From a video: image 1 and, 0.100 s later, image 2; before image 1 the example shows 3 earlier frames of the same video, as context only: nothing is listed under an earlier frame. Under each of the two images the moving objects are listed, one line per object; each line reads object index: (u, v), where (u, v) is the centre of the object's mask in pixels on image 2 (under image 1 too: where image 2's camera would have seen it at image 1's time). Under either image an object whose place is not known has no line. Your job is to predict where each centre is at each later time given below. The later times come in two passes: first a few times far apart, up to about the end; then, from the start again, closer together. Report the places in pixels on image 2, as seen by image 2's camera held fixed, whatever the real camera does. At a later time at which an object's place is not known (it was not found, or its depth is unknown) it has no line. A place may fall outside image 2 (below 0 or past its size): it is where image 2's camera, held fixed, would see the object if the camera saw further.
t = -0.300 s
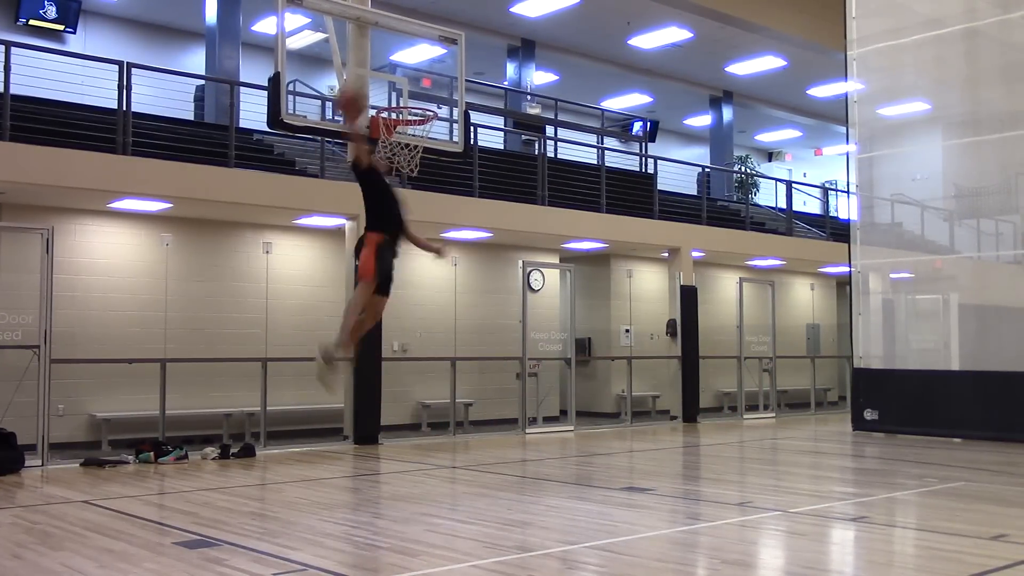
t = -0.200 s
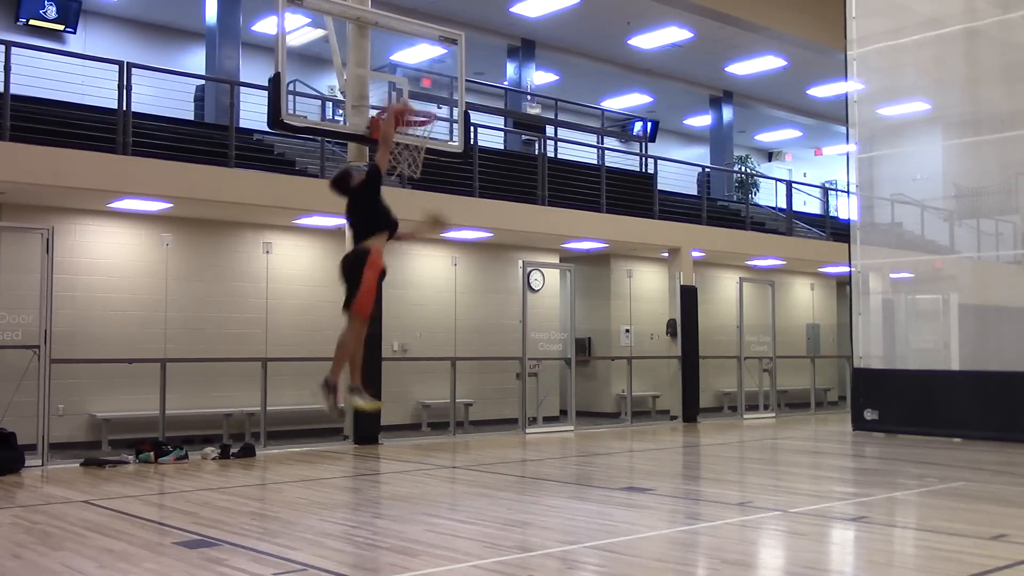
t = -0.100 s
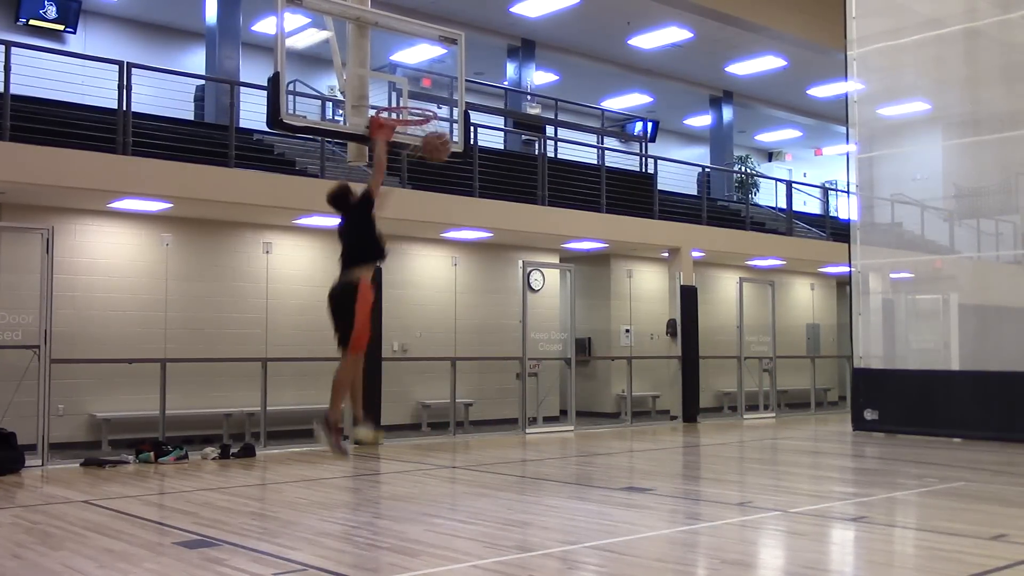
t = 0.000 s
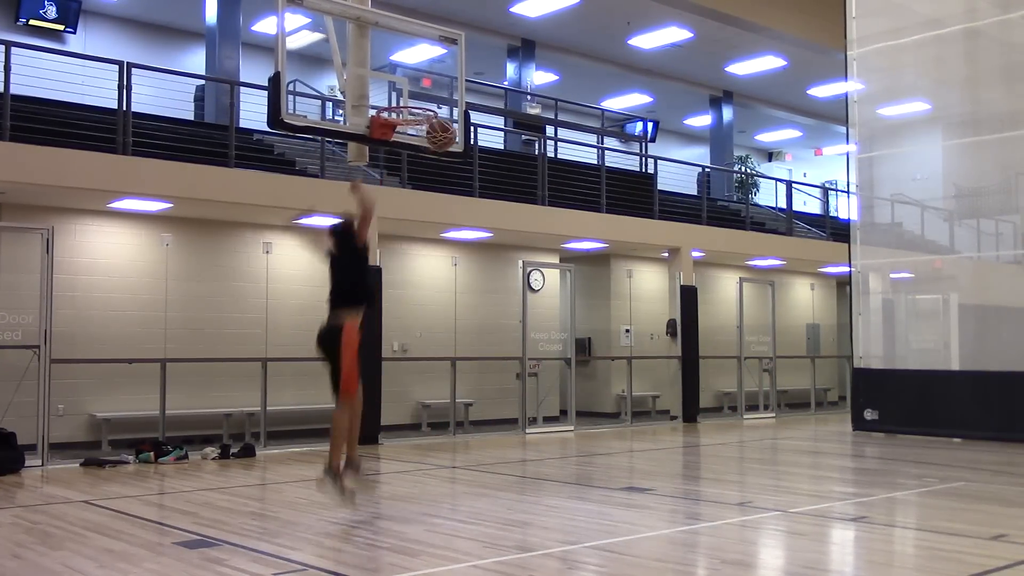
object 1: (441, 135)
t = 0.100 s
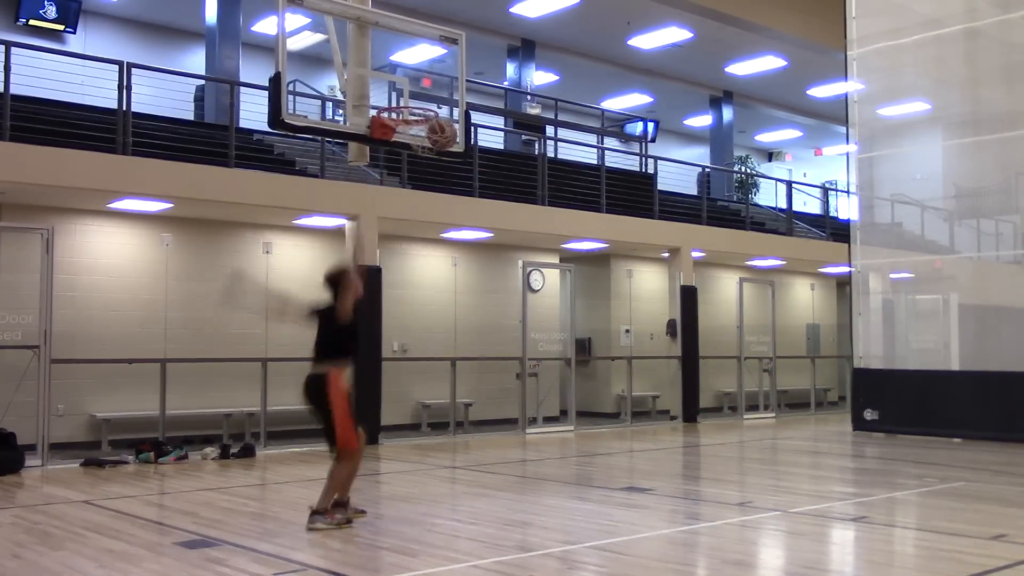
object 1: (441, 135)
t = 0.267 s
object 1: (447, 166)
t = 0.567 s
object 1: (445, 298)
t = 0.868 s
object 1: (446, 449)
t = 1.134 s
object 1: (440, 328)
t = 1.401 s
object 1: (433, 296)
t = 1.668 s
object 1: (427, 351)
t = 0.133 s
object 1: (441, 139)
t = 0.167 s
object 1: (443, 142)
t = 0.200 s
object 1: (444, 148)
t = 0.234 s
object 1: (443, 156)
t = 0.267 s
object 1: (447, 166)
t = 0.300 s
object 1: (445, 173)
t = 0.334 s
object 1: (445, 181)
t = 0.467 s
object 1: (444, 240)
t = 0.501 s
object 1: (446, 259)
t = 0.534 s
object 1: (446, 278)
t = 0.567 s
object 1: (445, 298)
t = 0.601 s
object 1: (445, 322)
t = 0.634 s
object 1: (445, 343)
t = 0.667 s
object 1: (446, 370)
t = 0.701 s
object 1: (446, 398)
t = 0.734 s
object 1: (446, 424)
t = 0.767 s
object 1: (447, 453)
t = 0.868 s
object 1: (446, 449)
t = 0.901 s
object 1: (445, 426)
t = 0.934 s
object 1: (444, 411)
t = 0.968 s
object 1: (443, 391)
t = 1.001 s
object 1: (442, 377)
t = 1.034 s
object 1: (442, 363)
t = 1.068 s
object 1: (441, 349)
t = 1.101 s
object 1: (440, 338)
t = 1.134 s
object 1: (440, 328)
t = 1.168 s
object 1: (439, 319)
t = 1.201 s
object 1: (438, 311)
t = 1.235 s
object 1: (437, 306)
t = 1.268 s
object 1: (437, 301)
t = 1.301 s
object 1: (436, 298)
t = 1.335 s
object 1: (435, 296)
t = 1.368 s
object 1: (434, 295)
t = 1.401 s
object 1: (433, 296)
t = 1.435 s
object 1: (432, 298)
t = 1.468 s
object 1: (432, 302)
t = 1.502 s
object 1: (431, 307)
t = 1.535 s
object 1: (430, 313)
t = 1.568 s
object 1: (429, 321)
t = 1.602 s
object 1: (428, 330)
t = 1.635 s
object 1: (428, 340)
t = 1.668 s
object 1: (427, 351)
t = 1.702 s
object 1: (426, 367)
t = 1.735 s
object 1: (425, 380)
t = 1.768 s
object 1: (424, 399)
